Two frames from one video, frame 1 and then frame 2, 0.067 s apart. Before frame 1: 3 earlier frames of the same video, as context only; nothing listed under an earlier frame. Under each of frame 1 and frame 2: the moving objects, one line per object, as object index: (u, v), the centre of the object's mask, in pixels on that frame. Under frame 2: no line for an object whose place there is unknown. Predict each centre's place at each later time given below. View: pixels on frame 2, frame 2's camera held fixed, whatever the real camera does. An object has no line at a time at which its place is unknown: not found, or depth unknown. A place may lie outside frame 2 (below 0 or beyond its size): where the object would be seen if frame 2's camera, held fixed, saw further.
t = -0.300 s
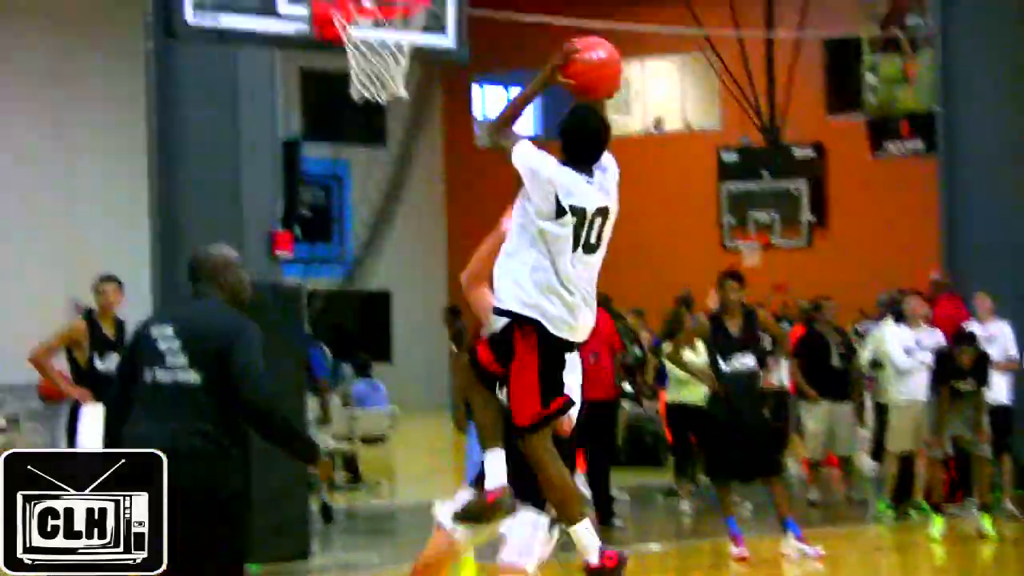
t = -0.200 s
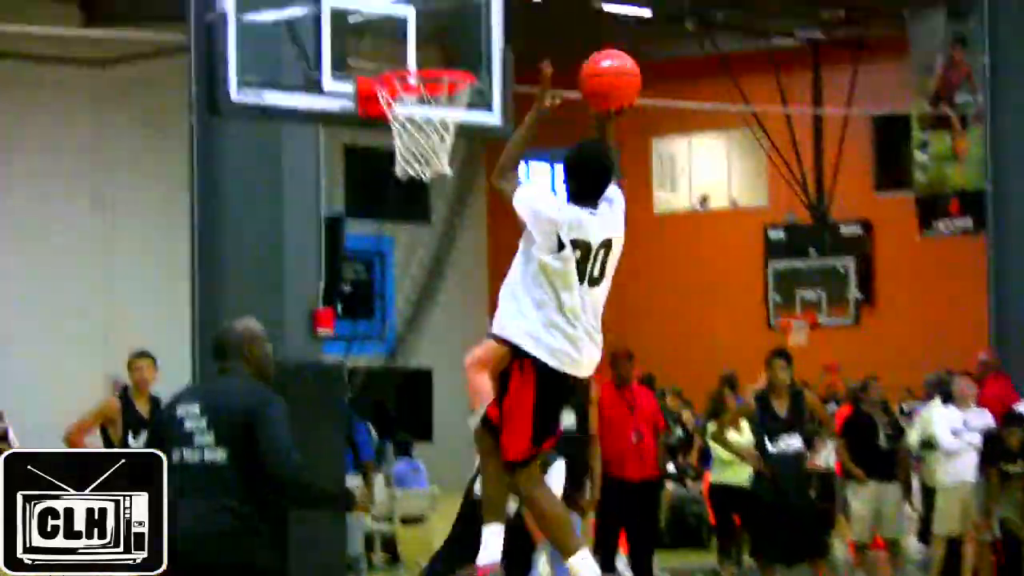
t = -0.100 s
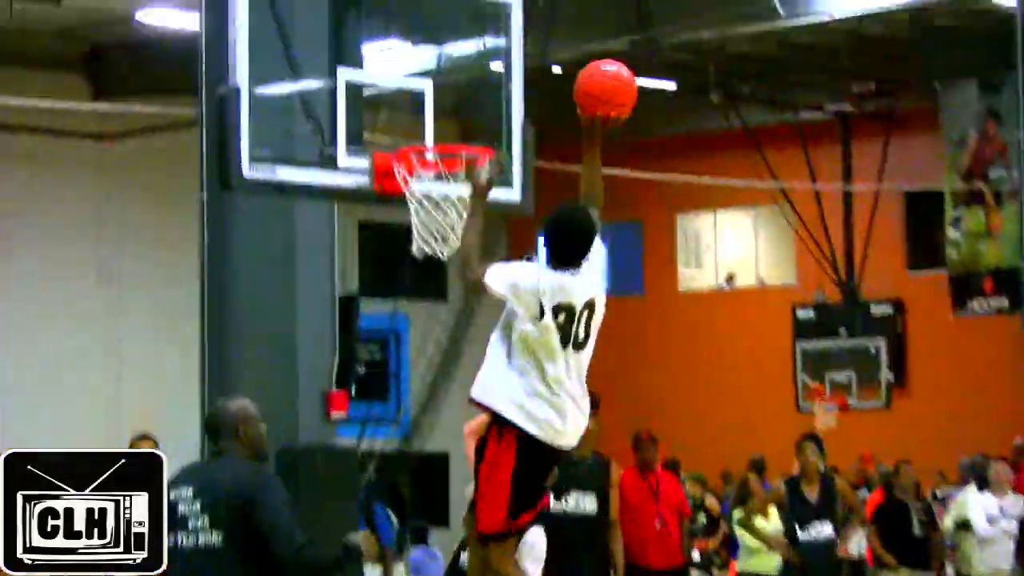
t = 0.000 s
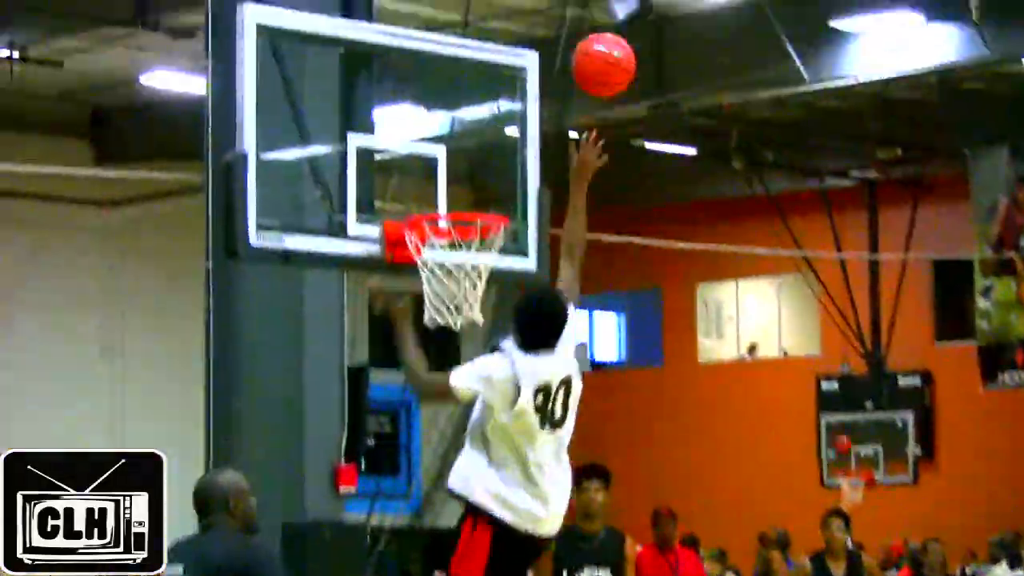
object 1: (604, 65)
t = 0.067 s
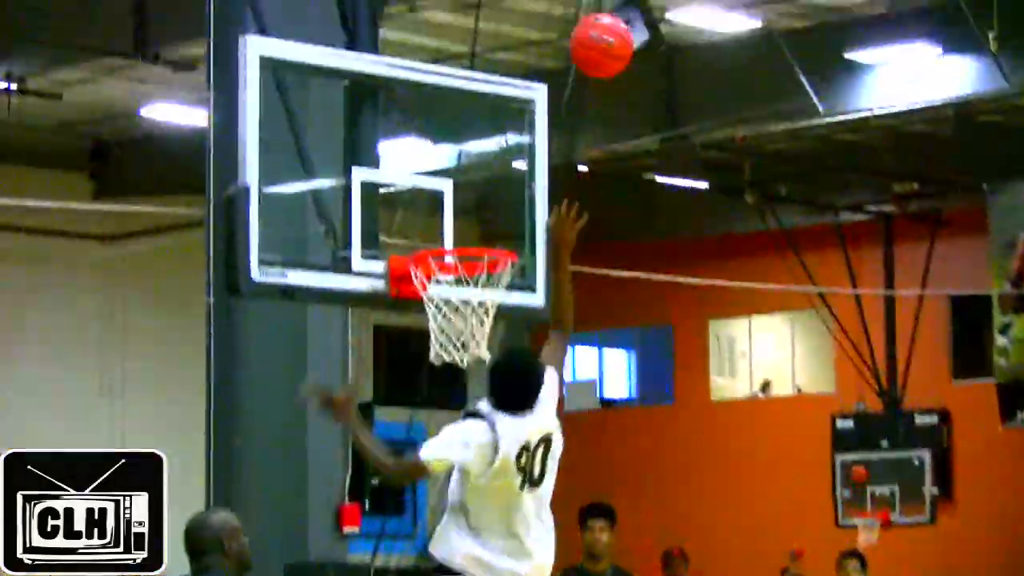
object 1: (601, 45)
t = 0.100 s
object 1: (597, 25)
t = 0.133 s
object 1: (591, 10)
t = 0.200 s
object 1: (584, -8)
